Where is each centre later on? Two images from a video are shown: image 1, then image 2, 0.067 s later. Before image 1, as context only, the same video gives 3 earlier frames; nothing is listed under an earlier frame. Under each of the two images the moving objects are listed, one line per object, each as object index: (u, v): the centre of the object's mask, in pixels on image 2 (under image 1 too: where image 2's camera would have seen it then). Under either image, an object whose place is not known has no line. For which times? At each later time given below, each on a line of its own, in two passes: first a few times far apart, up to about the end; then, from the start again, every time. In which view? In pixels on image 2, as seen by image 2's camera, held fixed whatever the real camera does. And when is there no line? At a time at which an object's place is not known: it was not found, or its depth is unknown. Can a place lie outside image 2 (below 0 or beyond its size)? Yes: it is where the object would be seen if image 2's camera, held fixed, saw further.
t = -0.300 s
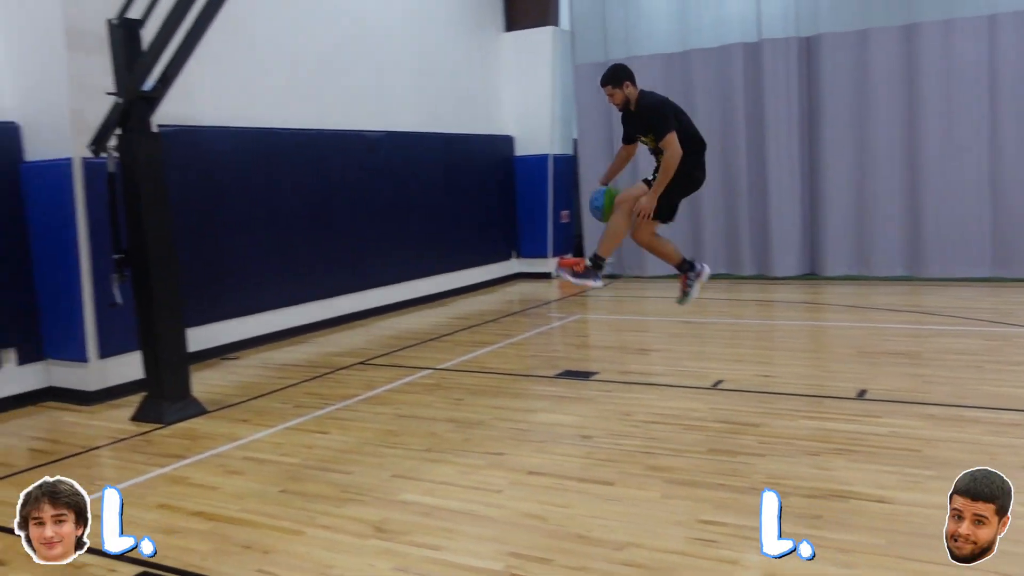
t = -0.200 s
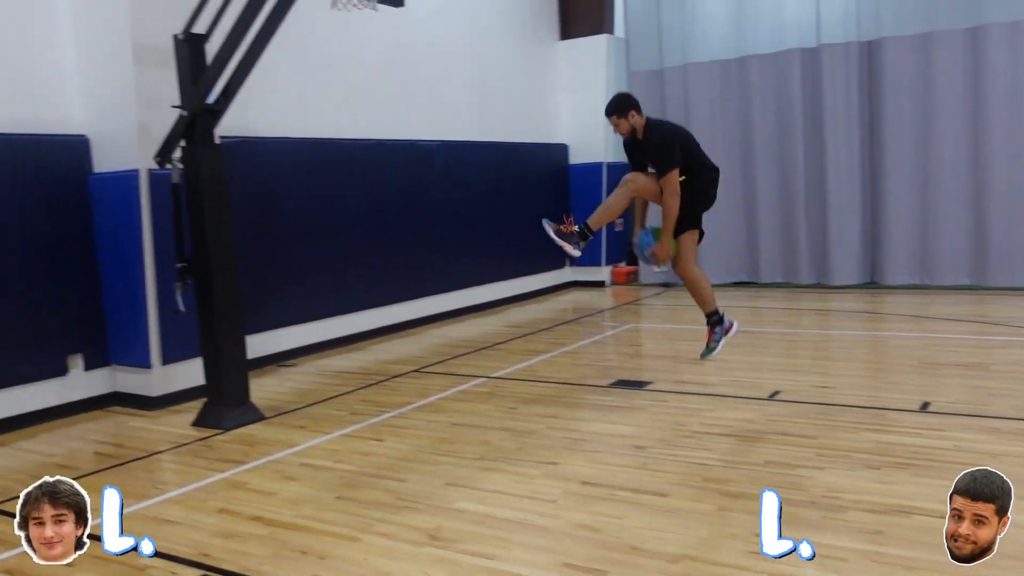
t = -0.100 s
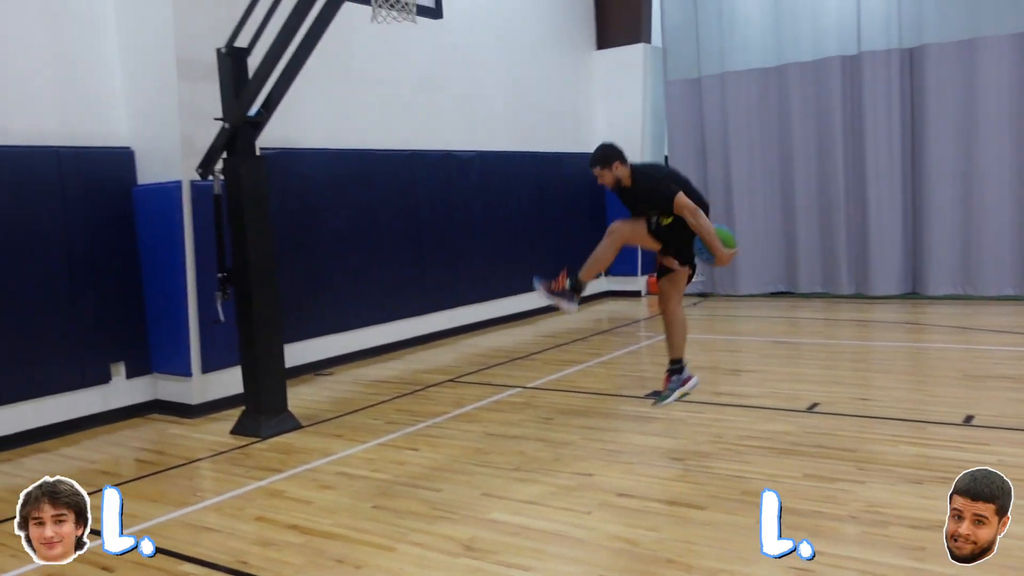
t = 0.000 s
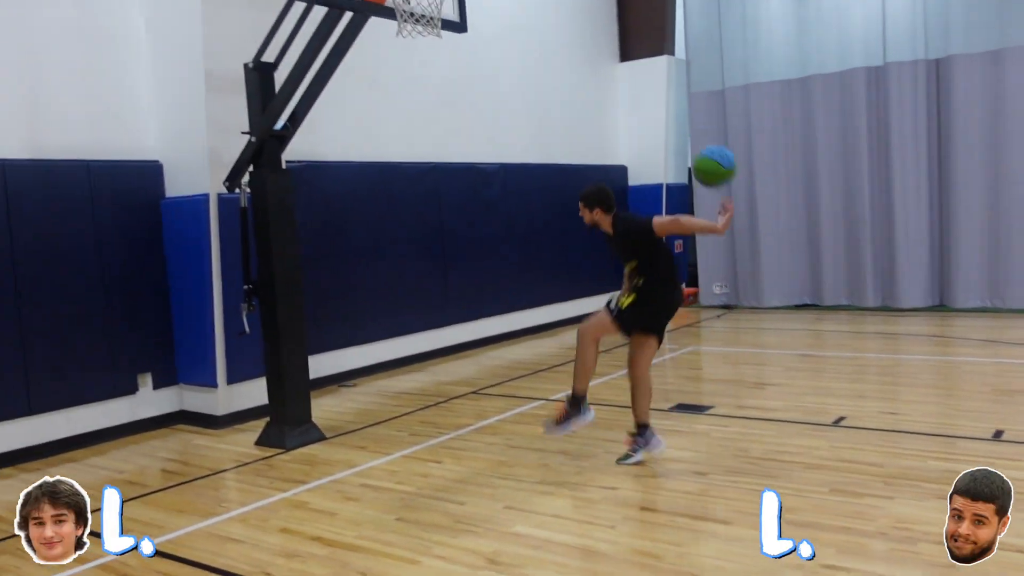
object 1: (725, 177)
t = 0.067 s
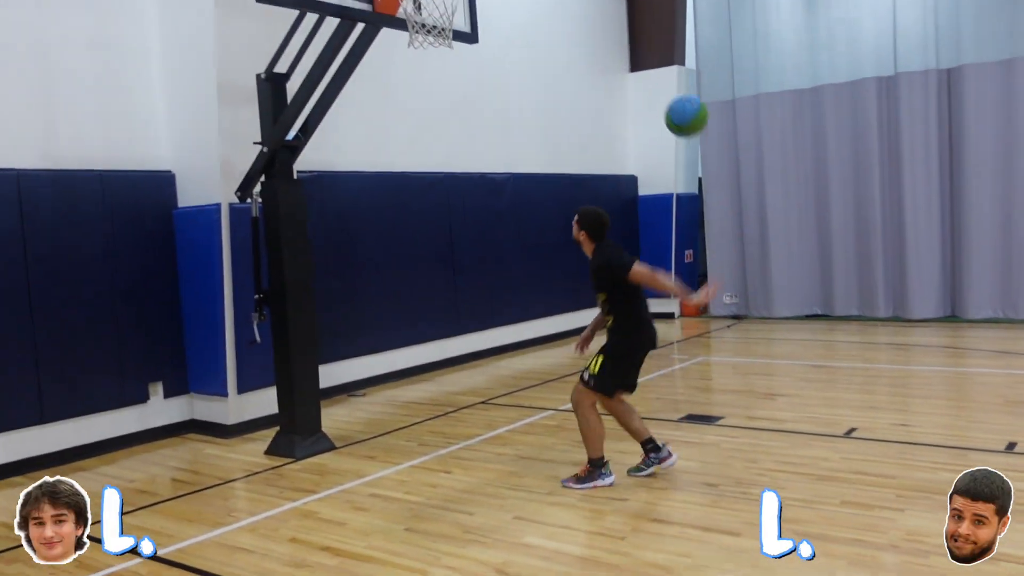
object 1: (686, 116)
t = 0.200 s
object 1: (612, 17)
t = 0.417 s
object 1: (492, -65)
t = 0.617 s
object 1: (389, -91)
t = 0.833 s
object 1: (315, -45)
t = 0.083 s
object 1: (677, 102)
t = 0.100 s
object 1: (667, 88)
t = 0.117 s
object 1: (657, 74)
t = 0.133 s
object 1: (648, 62)
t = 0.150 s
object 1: (640, 50)
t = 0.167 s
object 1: (631, 39)
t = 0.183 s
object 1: (621, 28)
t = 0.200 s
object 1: (612, 17)
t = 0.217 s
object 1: (602, 7)
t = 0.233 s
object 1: (593, -2)
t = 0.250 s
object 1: (584, -11)
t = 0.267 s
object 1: (575, -20)
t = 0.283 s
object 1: (565, -26)
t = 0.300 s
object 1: (556, -32)
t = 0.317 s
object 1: (546, -38)
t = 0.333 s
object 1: (537, -42)
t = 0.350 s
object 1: (528, -47)
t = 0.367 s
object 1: (519, -52)
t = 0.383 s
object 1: (510, -57)
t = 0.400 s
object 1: (501, -61)
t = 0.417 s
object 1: (492, -65)
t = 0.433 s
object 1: (482, -69)
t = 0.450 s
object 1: (474, -73)
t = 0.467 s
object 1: (465, -76)
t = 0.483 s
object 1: (456, -79)
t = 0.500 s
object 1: (448, -81)
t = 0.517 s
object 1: (440, -84)
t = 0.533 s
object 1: (431, -86)
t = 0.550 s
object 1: (422, -87)
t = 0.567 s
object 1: (414, -89)
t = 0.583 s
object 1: (405, -90)
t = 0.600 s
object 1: (397, -91)
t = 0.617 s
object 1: (389, -91)
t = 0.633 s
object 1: (380, -90)
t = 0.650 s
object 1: (372, -87)
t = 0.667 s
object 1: (364, -84)
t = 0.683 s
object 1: (356, -80)
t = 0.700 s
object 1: (347, -76)
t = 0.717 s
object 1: (339, -72)
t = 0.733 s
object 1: (331, -67)
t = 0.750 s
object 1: (323, -62)
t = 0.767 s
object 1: (315, -57)
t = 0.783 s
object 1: (314, -55)
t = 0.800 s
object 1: (314, -52)
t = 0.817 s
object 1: (315, -48)
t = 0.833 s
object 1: (315, -45)
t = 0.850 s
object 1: (315, -40)
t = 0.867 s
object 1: (317, -33)
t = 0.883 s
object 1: (318, -27)
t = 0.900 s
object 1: (318, -21)
